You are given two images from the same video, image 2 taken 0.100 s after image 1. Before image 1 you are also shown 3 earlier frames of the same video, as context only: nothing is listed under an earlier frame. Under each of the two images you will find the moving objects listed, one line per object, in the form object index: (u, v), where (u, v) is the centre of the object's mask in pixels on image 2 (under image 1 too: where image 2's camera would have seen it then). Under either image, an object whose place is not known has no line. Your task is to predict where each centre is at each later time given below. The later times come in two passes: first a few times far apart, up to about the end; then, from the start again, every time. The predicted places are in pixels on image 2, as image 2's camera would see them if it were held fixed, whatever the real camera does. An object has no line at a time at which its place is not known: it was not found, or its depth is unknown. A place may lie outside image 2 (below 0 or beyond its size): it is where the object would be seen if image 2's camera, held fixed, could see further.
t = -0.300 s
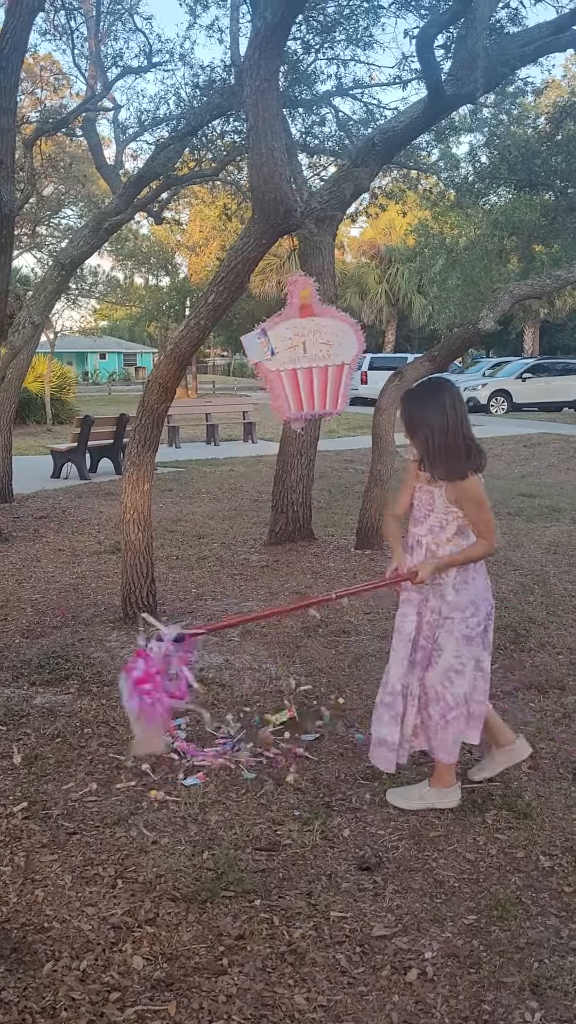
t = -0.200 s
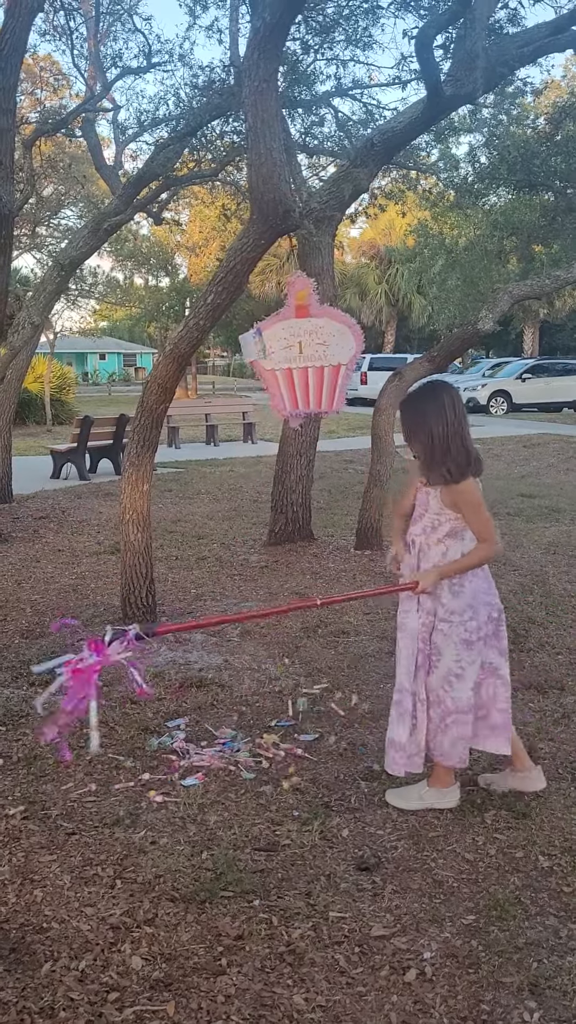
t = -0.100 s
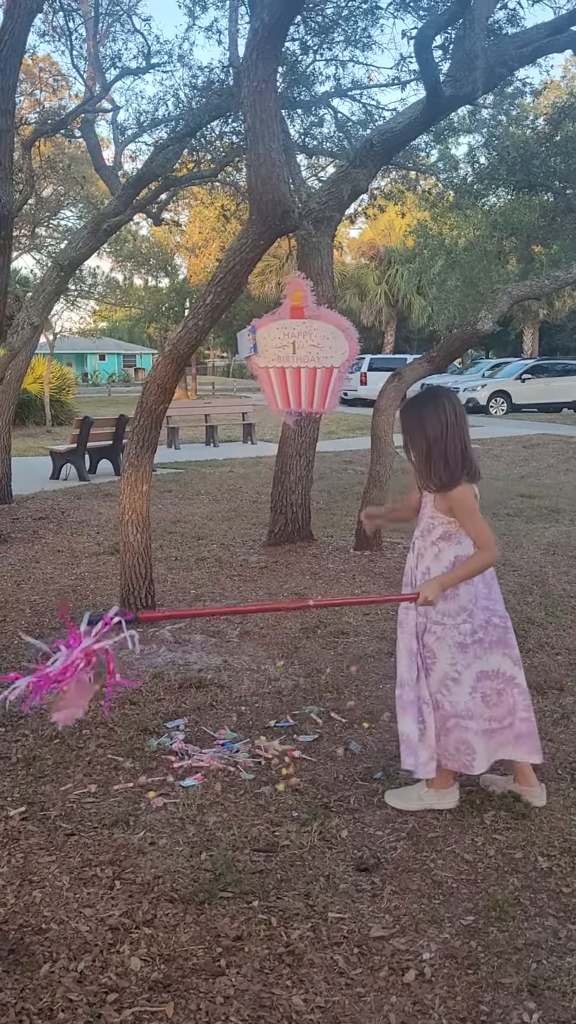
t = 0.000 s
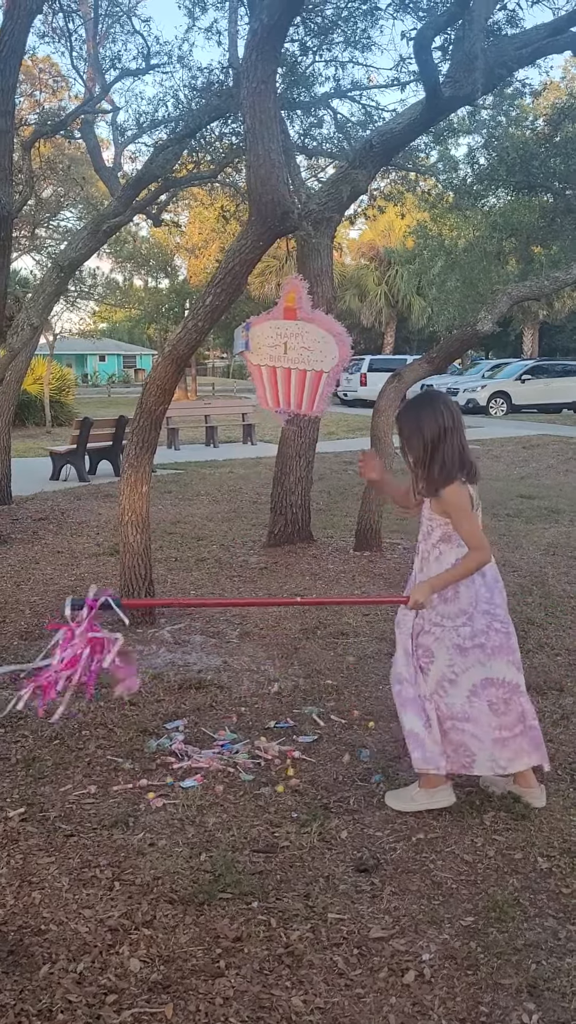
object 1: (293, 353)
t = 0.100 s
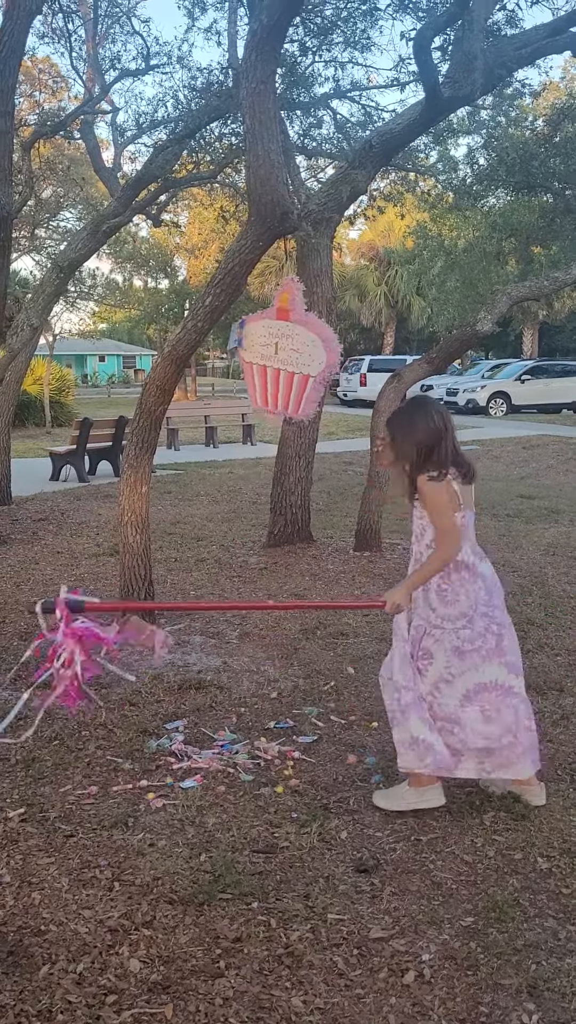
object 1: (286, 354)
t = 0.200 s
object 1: (278, 356)
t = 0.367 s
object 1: (267, 356)
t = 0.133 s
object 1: (283, 355)
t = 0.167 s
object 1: (281, 355)
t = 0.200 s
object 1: (278, 356)
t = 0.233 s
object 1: (276, 355)
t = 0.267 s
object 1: (273, 356)
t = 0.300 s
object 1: (270, 356)
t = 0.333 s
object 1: (268, 356)
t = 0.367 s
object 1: (267, 356)
